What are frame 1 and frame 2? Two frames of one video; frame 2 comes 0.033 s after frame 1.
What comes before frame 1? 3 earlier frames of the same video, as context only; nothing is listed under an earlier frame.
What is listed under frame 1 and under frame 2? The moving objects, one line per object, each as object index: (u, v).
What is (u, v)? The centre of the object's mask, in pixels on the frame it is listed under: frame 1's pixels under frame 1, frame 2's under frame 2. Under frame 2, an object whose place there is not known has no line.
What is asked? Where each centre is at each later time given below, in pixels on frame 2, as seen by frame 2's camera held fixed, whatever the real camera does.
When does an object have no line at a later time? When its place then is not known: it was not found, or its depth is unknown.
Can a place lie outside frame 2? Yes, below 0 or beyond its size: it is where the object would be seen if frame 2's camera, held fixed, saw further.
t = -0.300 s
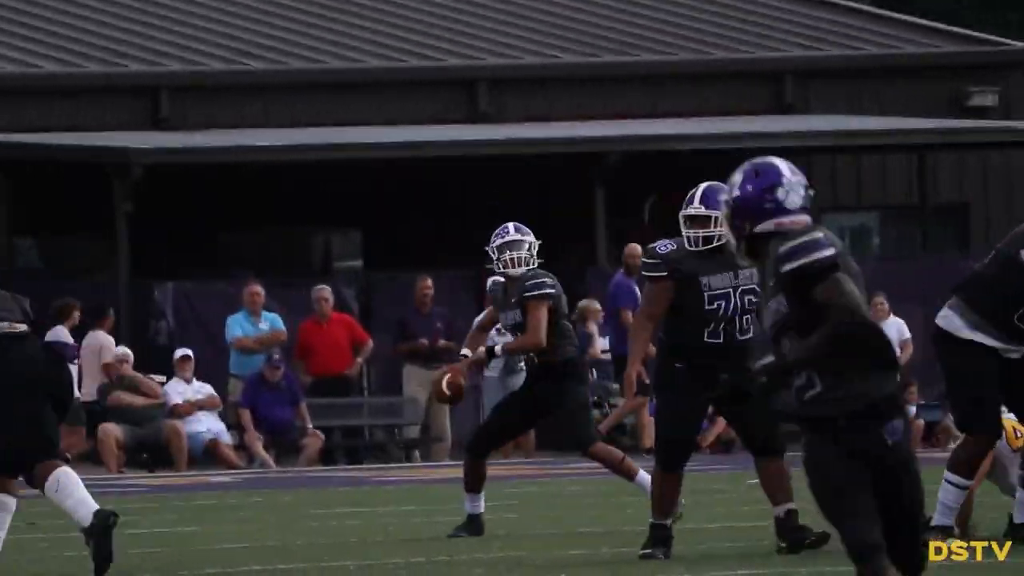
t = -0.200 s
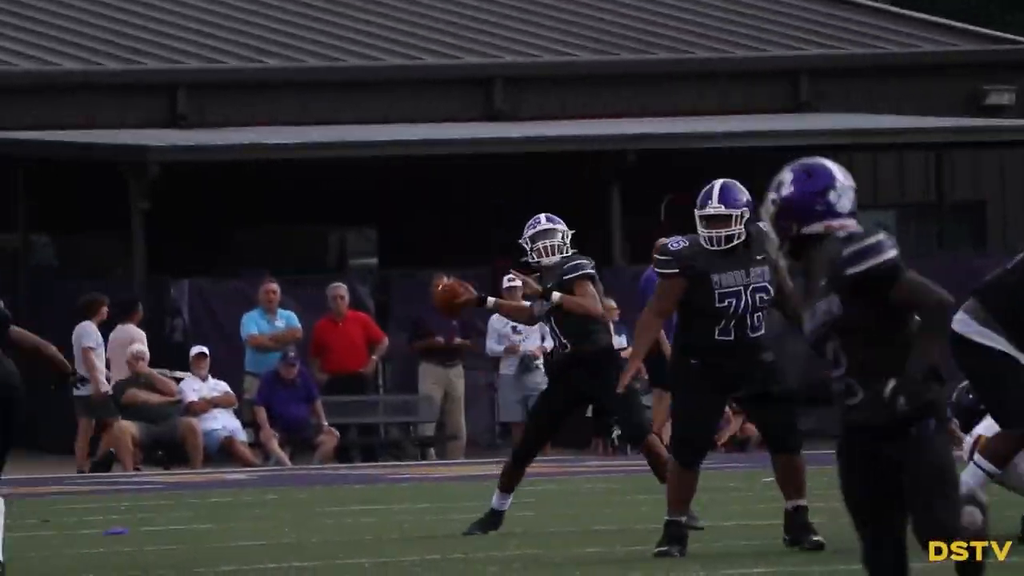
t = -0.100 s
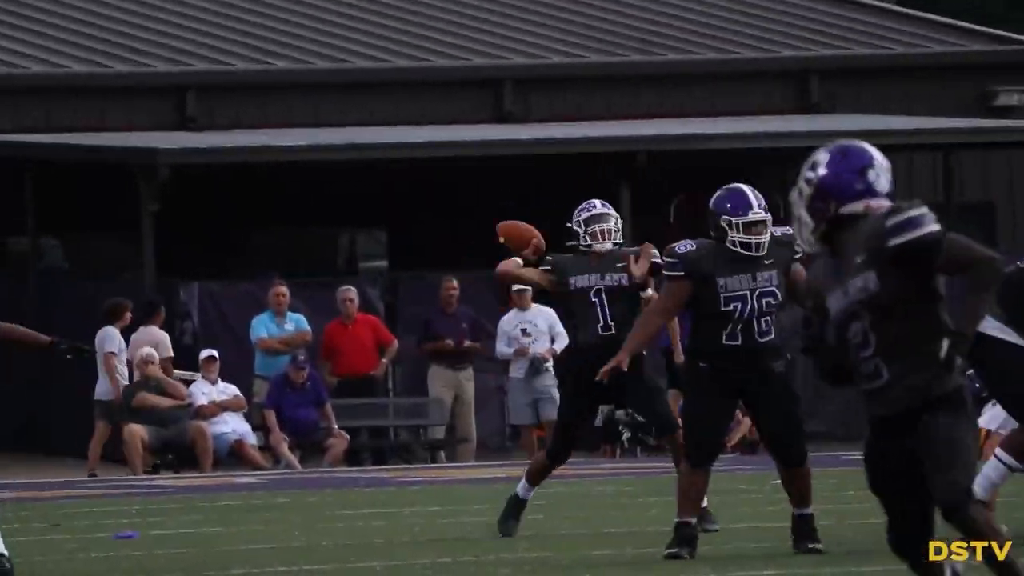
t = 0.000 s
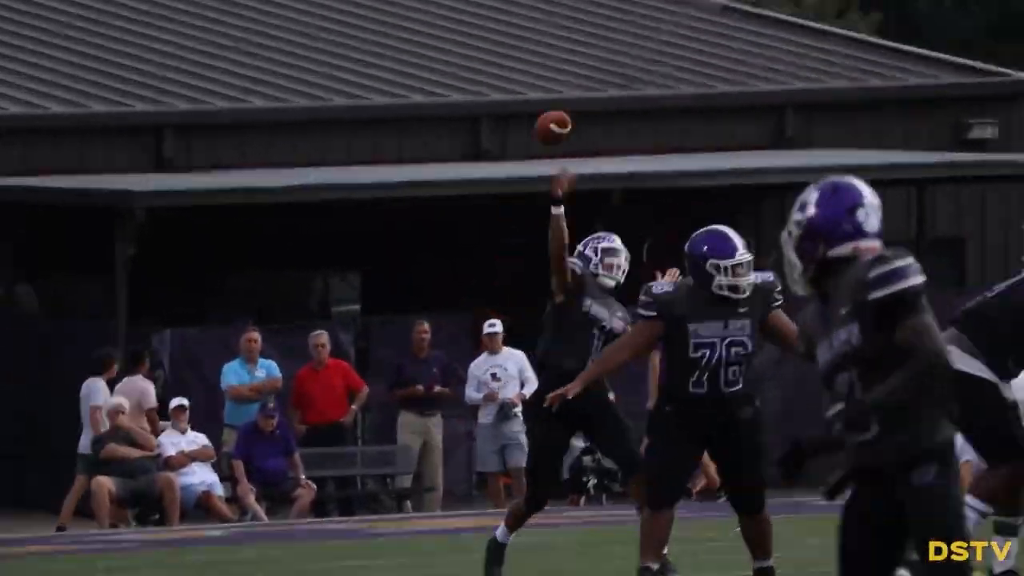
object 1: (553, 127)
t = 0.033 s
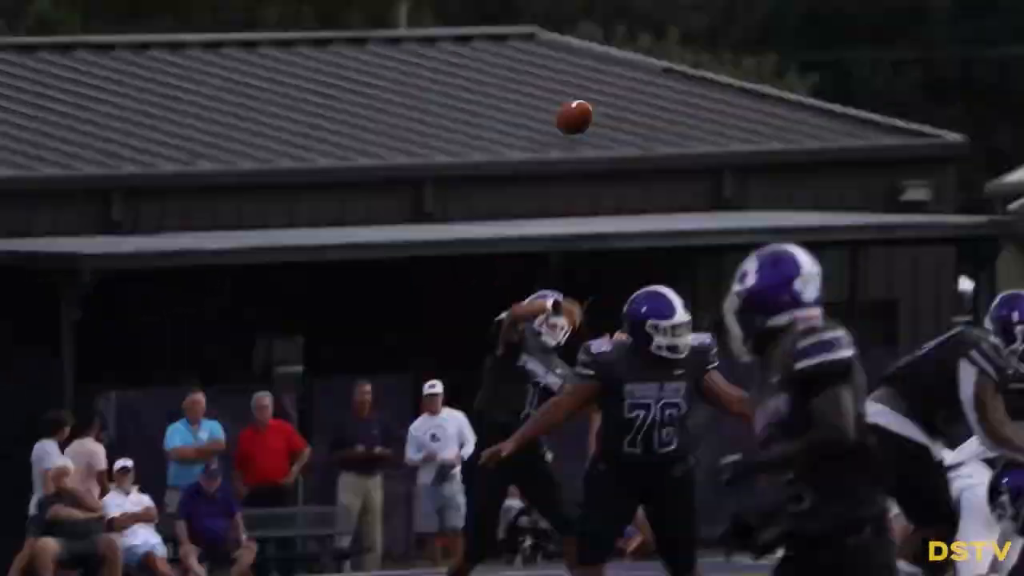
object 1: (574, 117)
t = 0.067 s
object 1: (657, 41)
